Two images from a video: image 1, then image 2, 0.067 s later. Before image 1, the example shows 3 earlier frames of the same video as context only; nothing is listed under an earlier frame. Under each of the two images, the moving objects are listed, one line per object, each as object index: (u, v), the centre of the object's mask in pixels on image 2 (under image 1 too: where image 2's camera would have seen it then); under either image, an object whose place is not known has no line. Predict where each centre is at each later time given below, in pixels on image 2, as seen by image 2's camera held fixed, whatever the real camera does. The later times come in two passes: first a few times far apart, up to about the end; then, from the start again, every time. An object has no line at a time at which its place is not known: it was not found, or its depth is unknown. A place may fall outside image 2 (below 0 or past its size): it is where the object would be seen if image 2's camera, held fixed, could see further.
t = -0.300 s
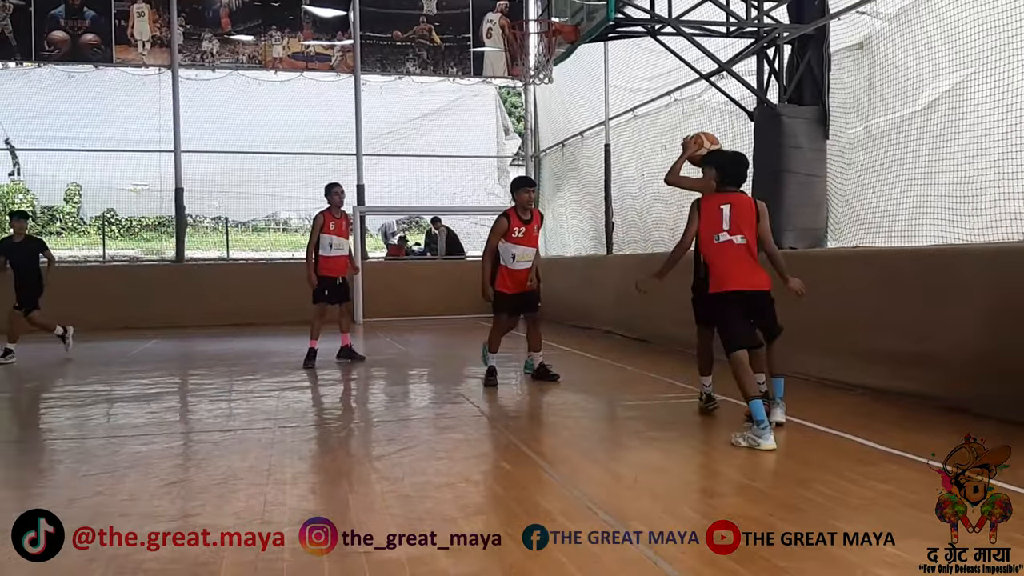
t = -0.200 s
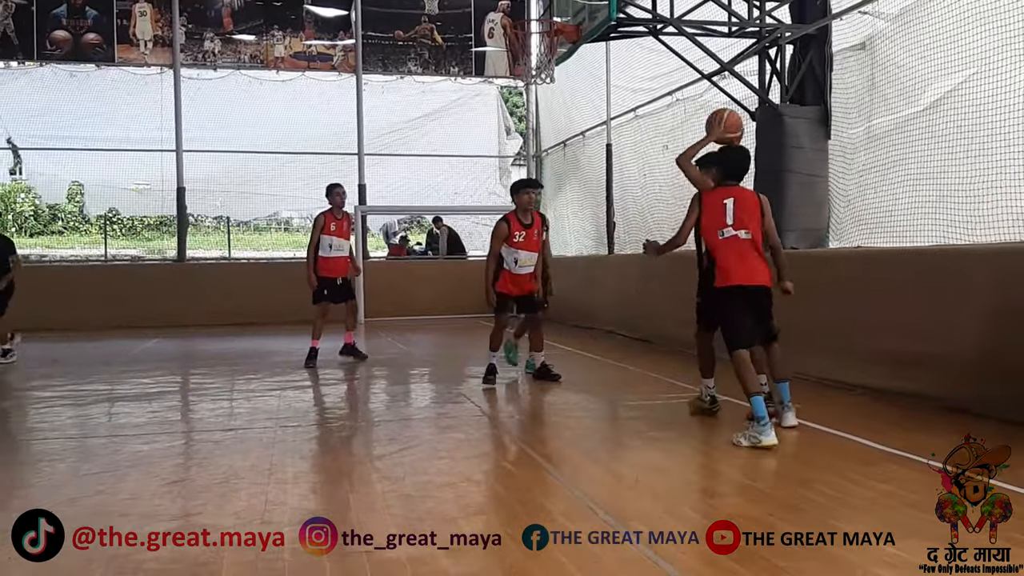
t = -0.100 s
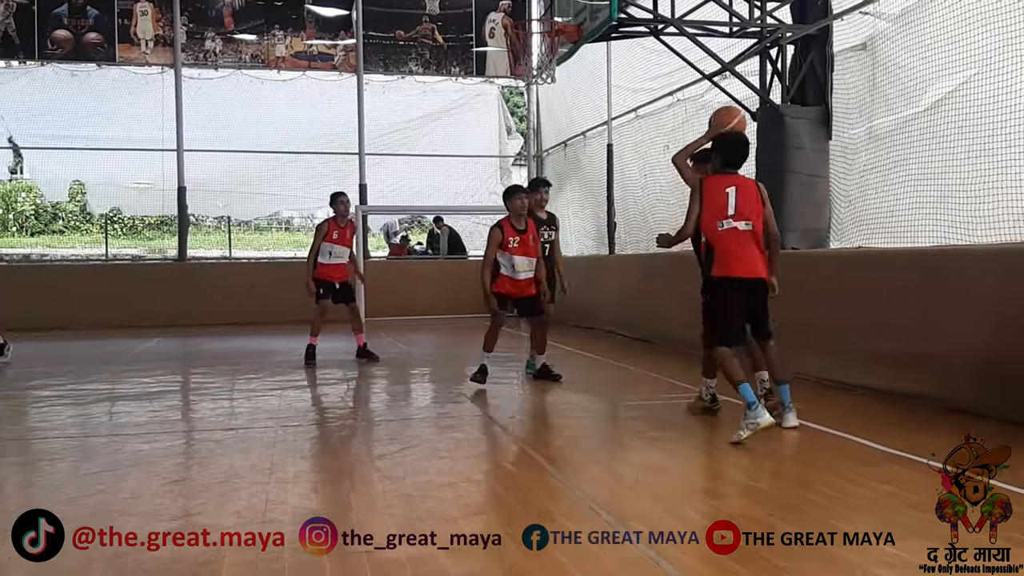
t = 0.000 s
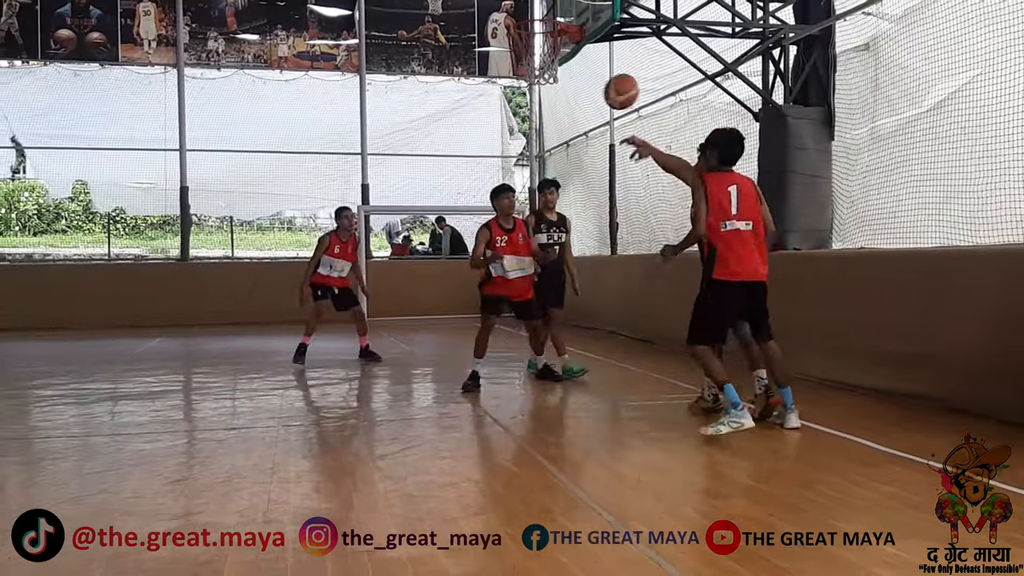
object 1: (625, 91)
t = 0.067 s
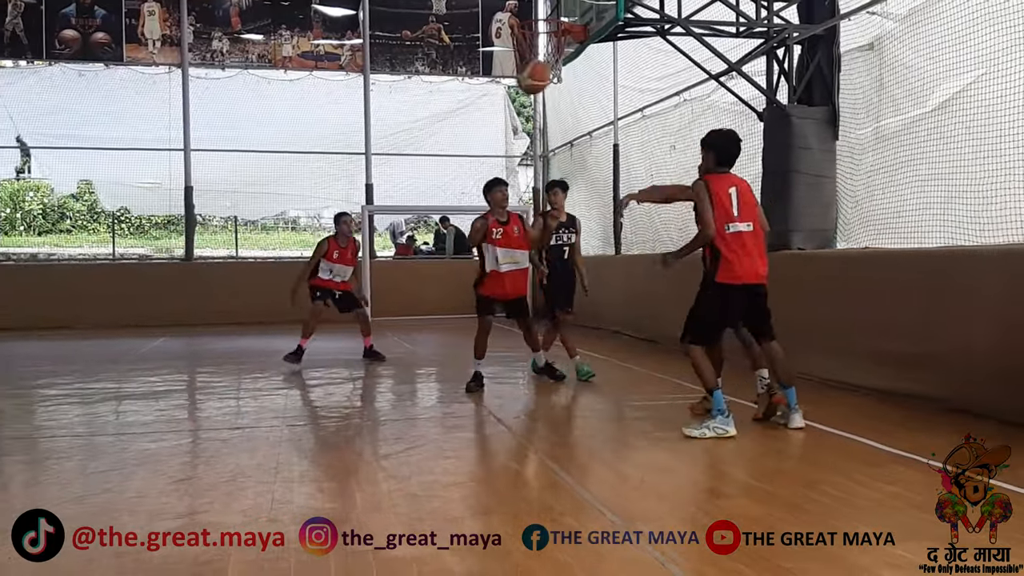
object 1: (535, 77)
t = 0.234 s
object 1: (319, 66)
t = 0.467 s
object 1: (52, 112)
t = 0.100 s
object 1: (489, 72)
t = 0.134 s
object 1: (447, 68)
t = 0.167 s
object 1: (403, 66)
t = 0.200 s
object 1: (361, 65)
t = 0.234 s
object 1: (319, 66)
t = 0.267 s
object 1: (277, 67)
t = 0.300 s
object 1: (238, 72)
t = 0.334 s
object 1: (198, 77)
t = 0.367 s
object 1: (160, 84)
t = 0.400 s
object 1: (123, 92)
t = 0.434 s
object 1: (87, 101)
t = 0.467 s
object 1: (52, 112)
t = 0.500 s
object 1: (18, 124)
